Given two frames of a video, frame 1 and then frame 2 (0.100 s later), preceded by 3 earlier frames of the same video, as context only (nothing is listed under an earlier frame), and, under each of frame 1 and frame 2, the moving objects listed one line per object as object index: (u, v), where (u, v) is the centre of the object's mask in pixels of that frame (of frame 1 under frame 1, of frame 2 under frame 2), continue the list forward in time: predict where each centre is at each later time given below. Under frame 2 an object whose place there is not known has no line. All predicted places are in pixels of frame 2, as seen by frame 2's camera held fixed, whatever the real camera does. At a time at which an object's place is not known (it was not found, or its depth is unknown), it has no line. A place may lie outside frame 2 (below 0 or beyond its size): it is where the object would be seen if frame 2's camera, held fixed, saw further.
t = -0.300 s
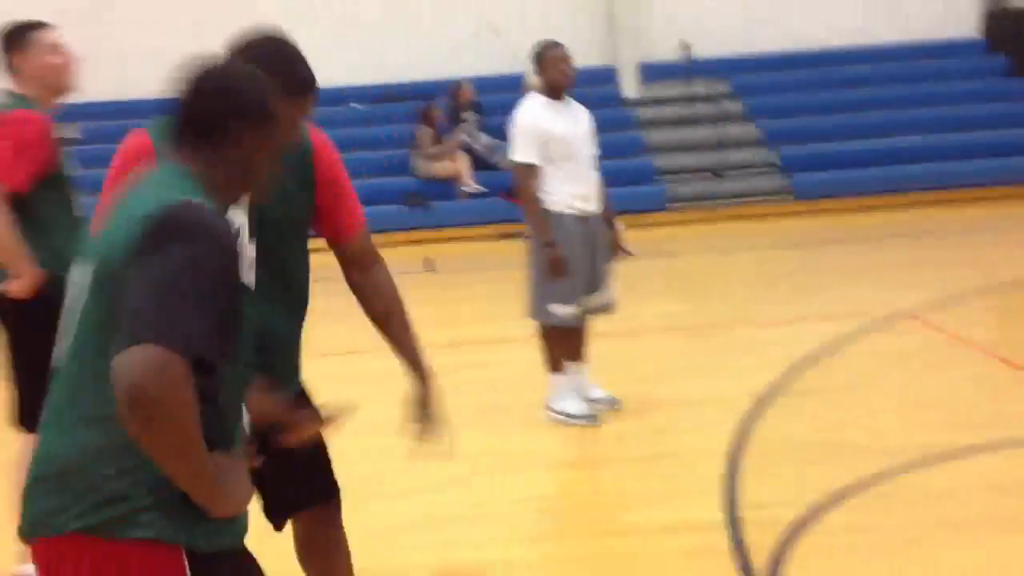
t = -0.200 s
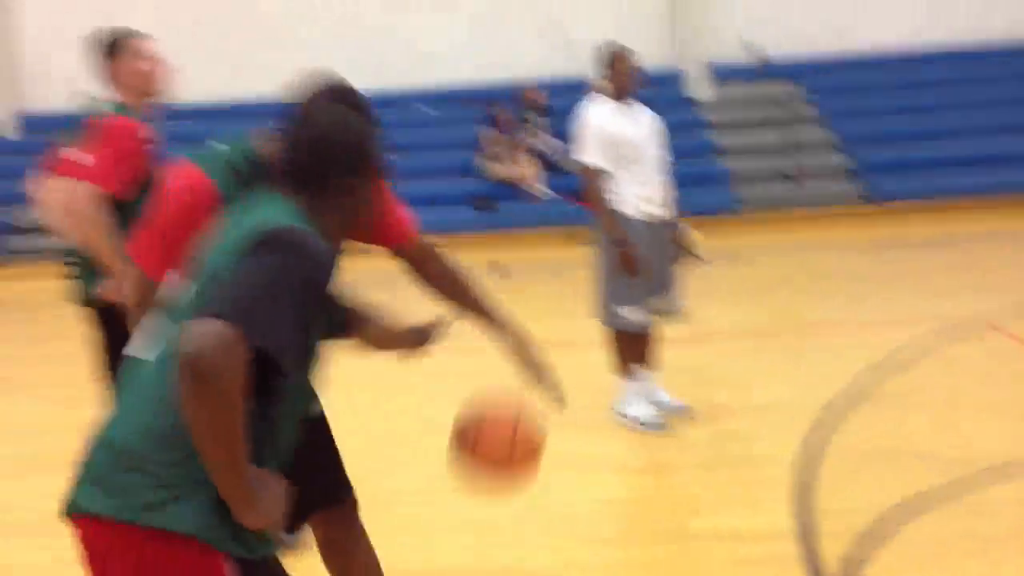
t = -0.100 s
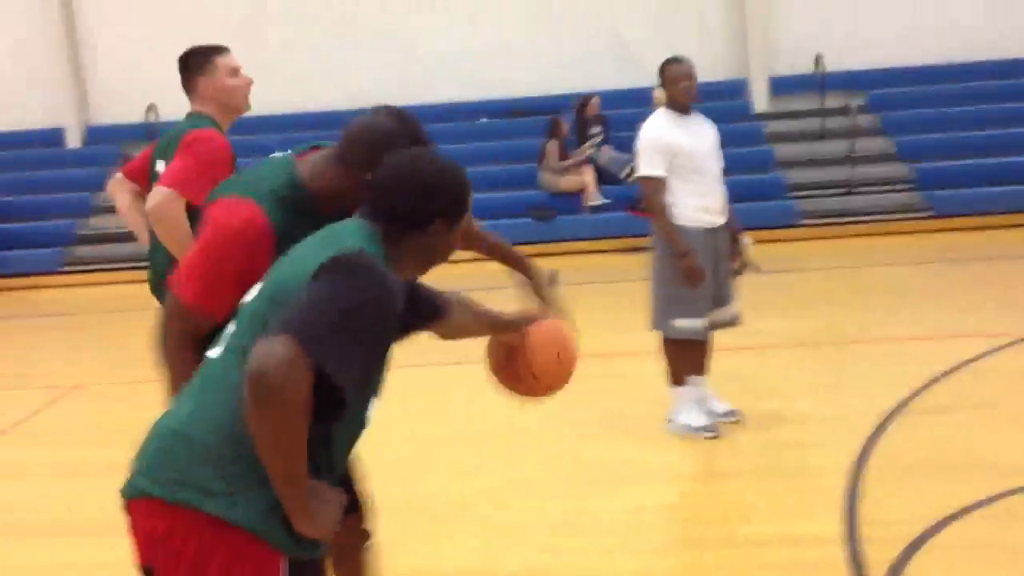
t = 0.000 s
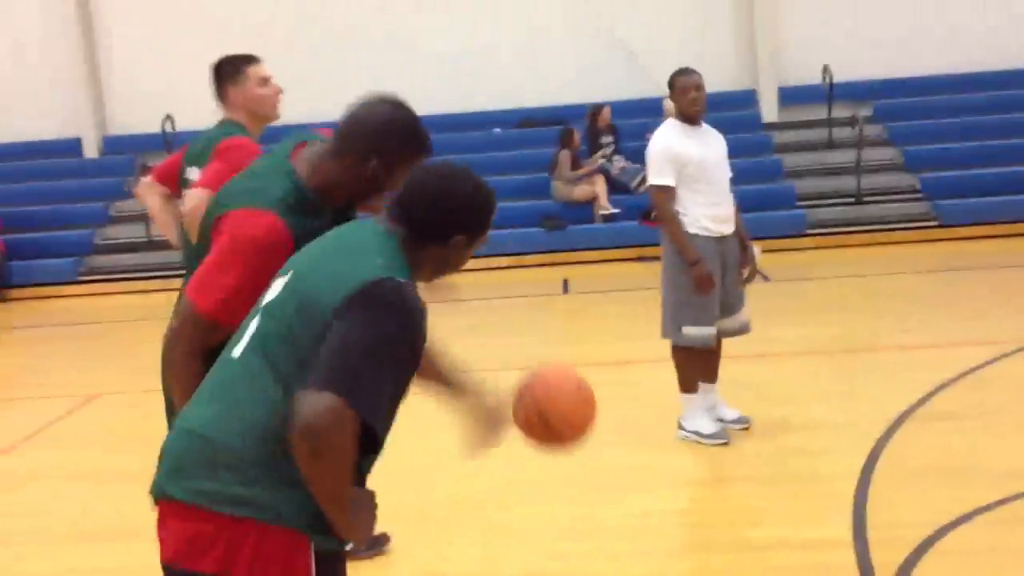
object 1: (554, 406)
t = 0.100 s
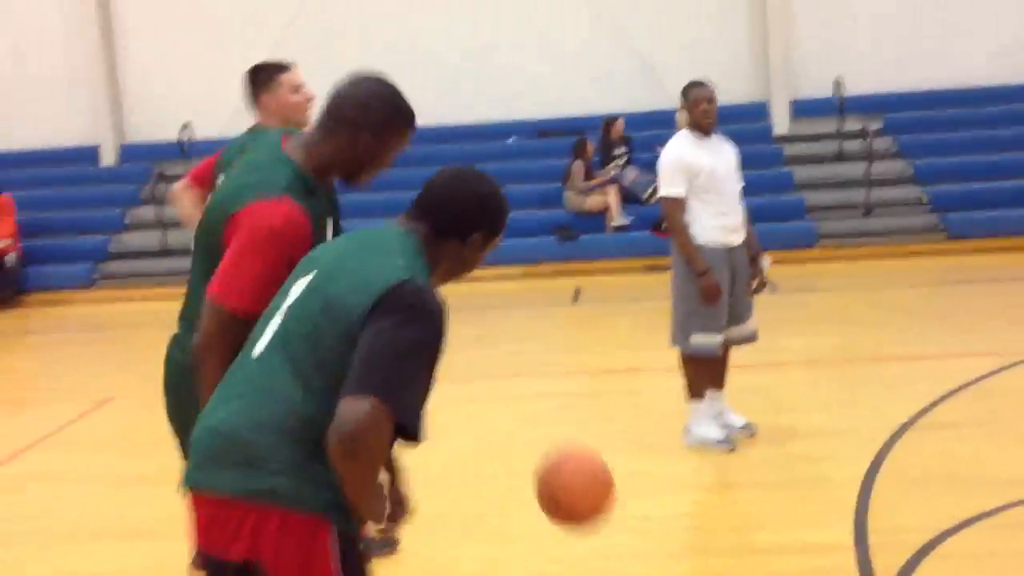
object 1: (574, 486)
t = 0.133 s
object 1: (579, 517)
